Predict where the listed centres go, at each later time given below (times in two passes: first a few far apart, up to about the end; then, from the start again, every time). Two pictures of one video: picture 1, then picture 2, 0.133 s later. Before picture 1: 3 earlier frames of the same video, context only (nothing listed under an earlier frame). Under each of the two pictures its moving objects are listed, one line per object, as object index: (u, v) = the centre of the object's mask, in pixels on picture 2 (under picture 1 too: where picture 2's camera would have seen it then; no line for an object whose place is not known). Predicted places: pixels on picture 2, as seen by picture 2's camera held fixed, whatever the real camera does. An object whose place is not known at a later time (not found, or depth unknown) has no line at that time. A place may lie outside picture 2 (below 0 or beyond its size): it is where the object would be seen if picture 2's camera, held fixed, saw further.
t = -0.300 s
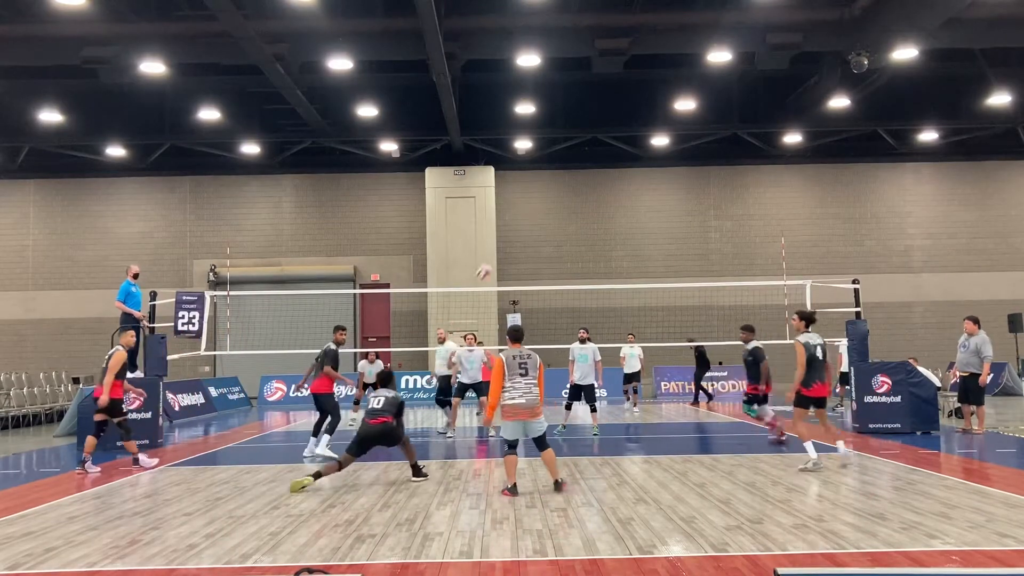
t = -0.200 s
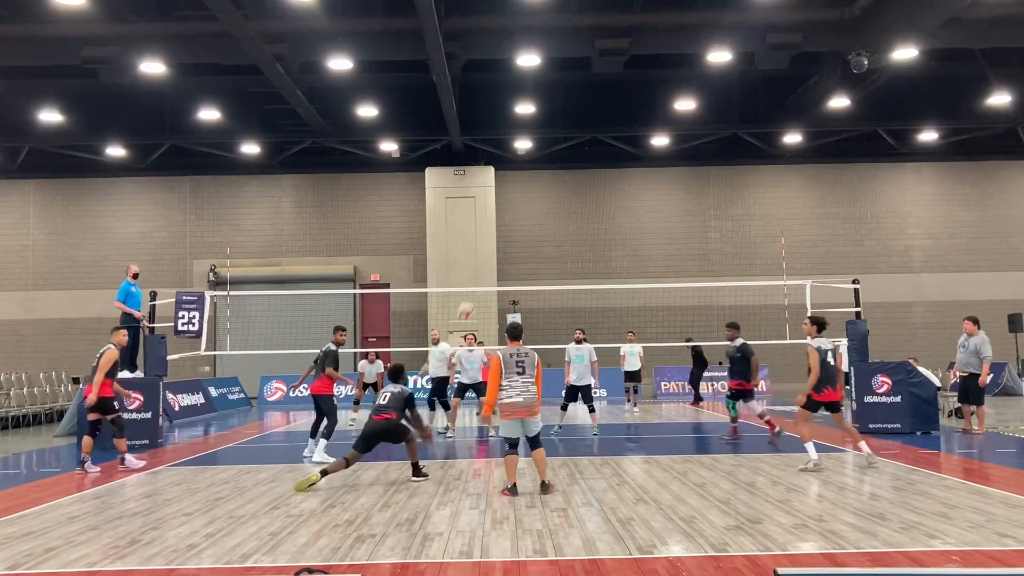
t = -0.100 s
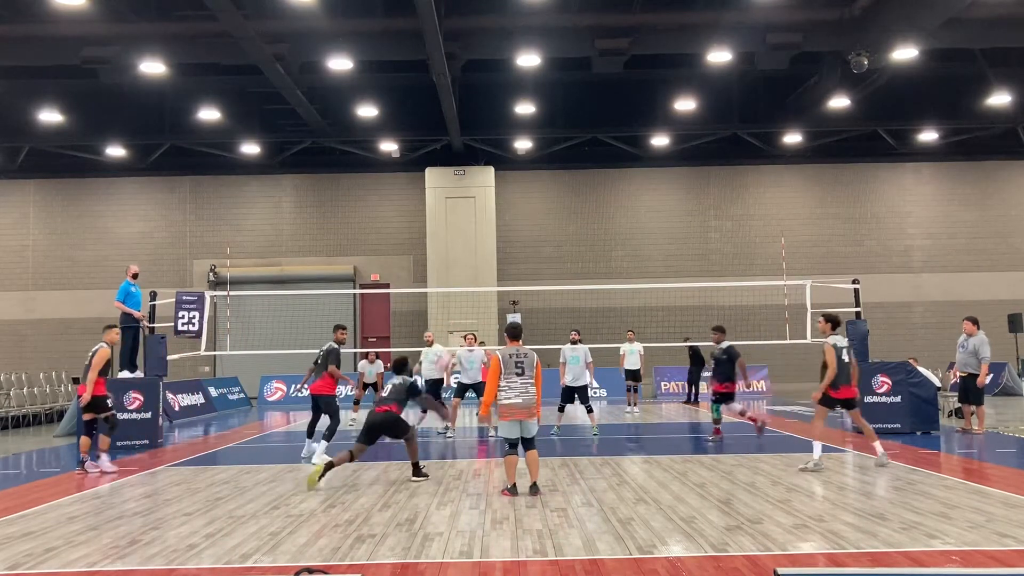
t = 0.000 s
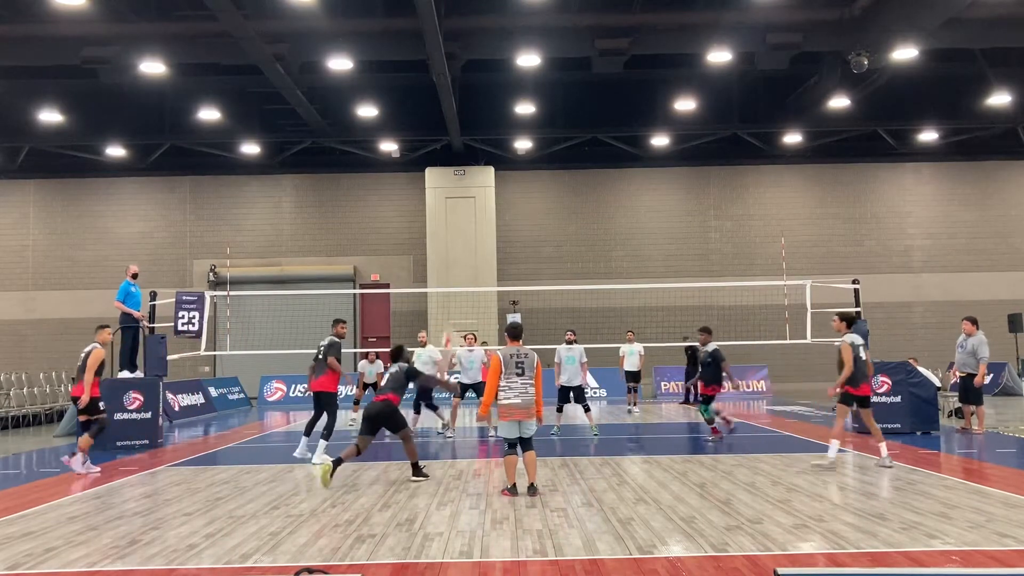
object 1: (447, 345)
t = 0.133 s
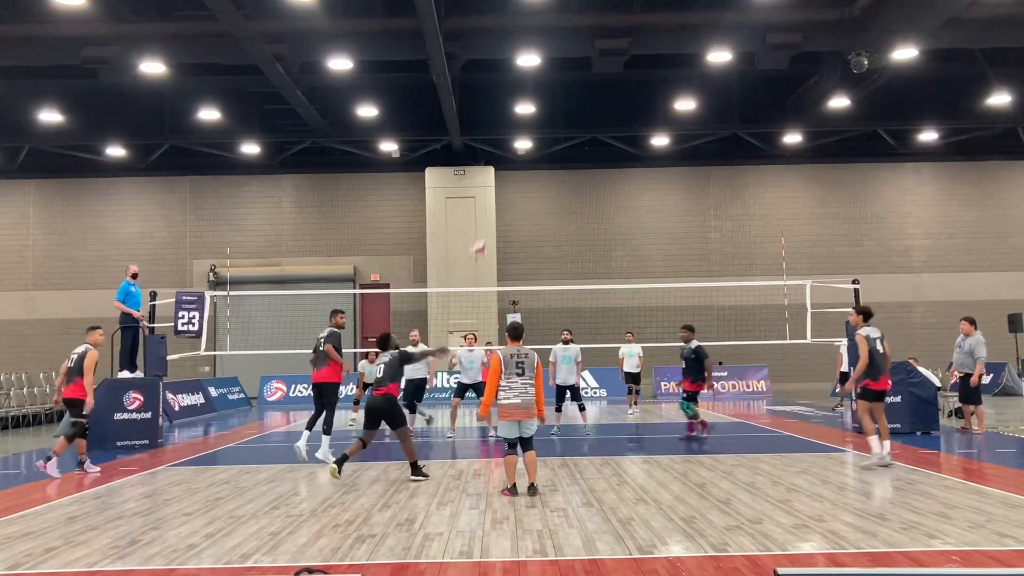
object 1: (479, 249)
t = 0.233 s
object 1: (503, 192)
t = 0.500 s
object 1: (563, 81)
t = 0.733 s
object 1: (618, 32)
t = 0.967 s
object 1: (673, 29)
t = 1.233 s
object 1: (739, 83)
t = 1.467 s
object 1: (797, 181)
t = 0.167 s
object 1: (485, 229)
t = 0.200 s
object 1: (495, 211)
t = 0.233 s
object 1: (503, 192)
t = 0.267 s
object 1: (510, 175)
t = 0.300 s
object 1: (517, 159)
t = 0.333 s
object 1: (525, 144)
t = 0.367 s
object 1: (533, 129)
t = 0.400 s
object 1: (541, 116)
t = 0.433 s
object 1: (548, 103)
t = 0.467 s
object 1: (556, 92)
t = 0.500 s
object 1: (563, 81)
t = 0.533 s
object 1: (571, 71)
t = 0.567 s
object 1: (579, 62)
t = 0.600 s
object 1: (587, 54)
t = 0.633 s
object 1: (594, 47)
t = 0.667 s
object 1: (602, 41)
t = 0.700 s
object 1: (610, 37)
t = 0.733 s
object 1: (618, 32)
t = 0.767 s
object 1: (626, 28)
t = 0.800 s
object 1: (634, 26)
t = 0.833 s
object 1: (642, 25)
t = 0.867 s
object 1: (649, 25)
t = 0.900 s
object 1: (657, 25)
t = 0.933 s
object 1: (666, 27)
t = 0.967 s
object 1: (673, 29)
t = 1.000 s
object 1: (681, 32)
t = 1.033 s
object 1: (690, 37)
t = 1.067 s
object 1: (698, 42)
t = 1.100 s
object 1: (705, 47)
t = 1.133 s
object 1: (713, 55)
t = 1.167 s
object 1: (724, 65)
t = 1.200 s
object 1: (731, 73)
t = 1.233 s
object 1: (739, 83)
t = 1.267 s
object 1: (747, 94)
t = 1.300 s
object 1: (755, 106)
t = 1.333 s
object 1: (764, 120)
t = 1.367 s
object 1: (772, 133)
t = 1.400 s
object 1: (780, 149)
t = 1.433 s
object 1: (789, 164)
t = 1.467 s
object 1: (797, 181)
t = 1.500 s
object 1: (806, 200)
